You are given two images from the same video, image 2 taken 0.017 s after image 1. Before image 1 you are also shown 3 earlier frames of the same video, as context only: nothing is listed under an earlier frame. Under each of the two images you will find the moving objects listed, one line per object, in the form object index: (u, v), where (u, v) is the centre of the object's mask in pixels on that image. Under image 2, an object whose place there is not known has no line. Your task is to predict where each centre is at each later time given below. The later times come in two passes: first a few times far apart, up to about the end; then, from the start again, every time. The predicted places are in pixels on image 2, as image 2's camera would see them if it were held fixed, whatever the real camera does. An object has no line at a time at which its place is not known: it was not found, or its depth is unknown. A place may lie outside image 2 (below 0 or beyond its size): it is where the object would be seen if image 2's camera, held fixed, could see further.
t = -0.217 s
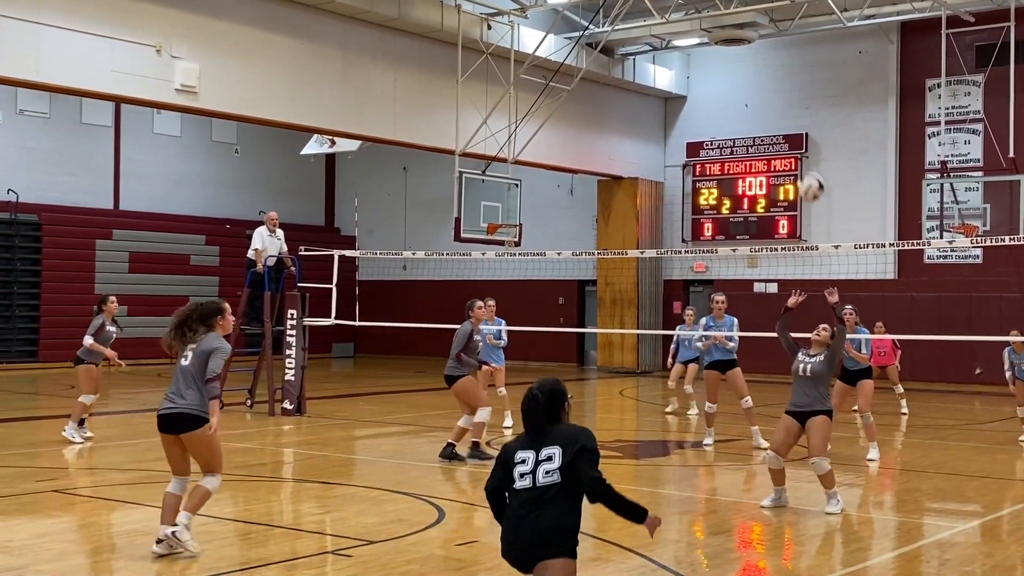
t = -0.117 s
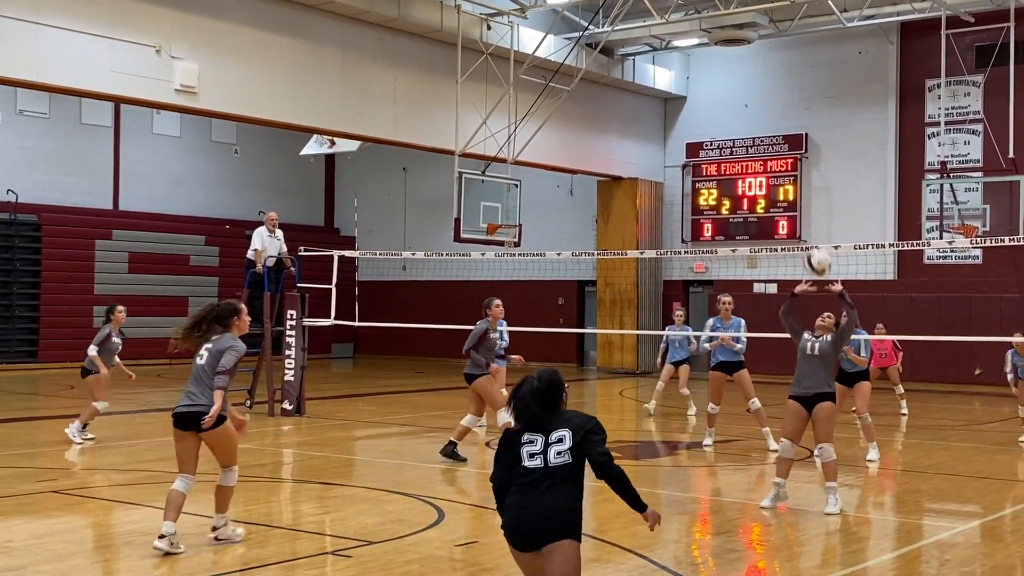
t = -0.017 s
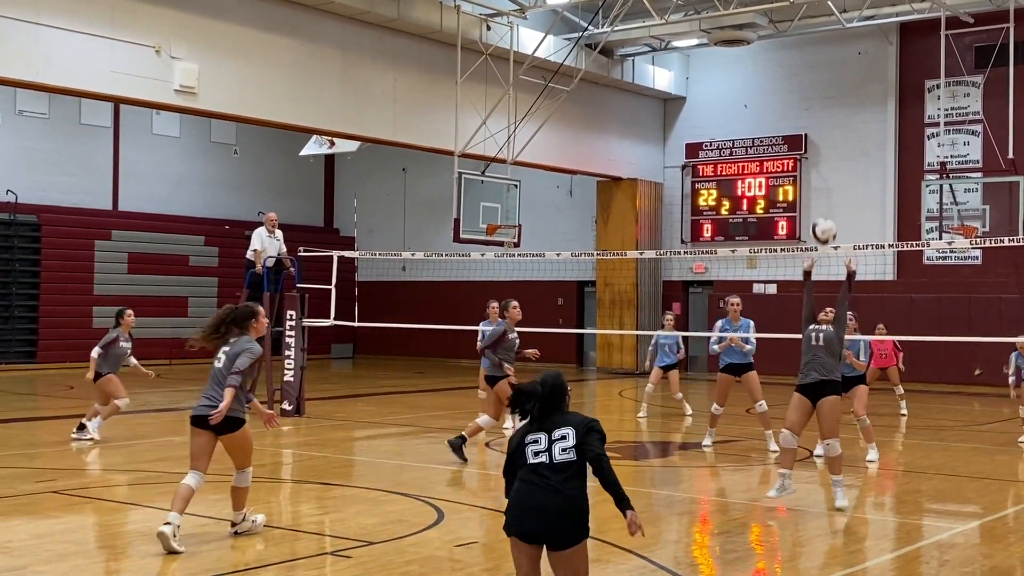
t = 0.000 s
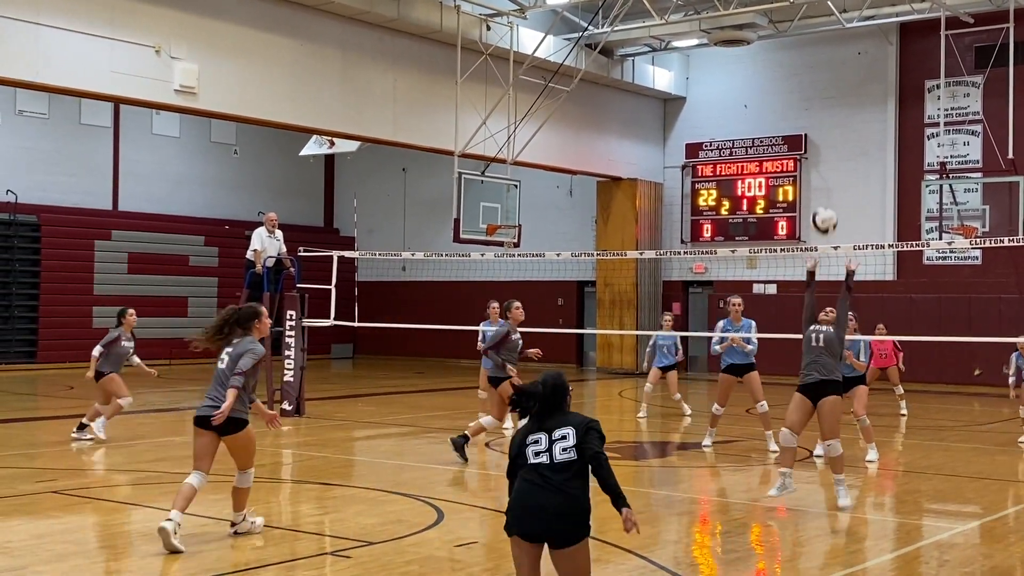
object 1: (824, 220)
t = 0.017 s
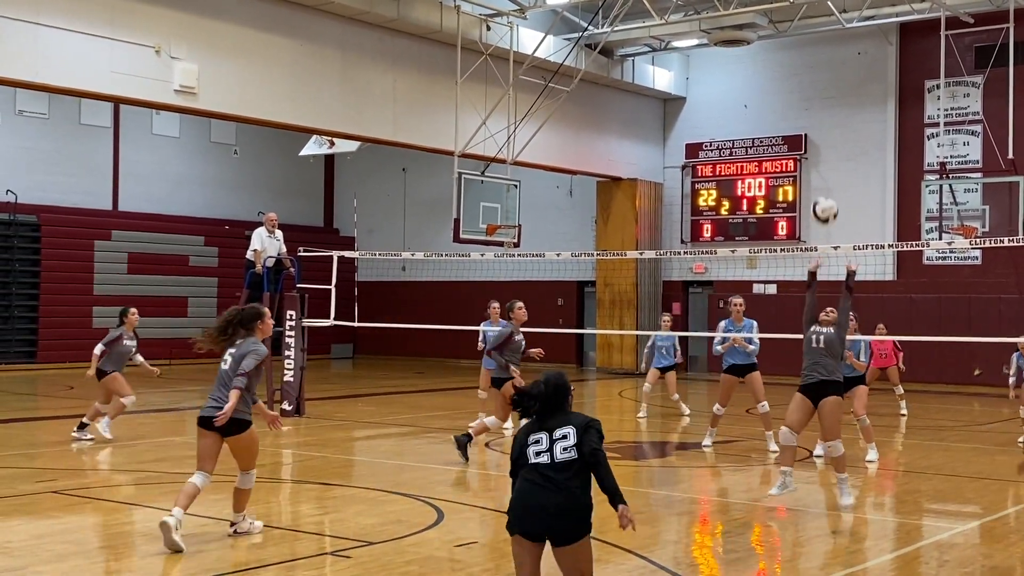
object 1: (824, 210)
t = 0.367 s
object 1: (841, 58)
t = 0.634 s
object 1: (848, 42)
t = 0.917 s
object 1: (853, 132)
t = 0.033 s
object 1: (825, 200)
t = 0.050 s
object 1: (826, 190)
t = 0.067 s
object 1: (827, 180)
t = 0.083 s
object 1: (828, 171)
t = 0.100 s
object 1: (828, 162)
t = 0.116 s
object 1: (830, 153)
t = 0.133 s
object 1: (830, 144)
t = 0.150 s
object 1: (831, 136)
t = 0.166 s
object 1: (832, 129)
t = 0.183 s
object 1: (832, 121)
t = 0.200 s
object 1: (833, 113)
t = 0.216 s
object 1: (834, 107)
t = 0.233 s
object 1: (835, 100)
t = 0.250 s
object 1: (836, 93)
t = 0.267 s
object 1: (837, 87)
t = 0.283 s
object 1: (837, 81)
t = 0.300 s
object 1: (838, 76)
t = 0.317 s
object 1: (839, 71)
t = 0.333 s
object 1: (840, 66)
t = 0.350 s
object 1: (841, 62)
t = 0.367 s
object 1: (841, 58)
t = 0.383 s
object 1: (842, 55)
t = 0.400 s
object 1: (843, 51)
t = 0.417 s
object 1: (843, 48)
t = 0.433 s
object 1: (844, 46)
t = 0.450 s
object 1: (844, 44)
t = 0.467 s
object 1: (845, 41)
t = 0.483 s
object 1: (845, 40)
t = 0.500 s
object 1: (846, 39)
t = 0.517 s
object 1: (846, 38)
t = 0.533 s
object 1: (846, 38)
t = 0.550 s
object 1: (847, 38)
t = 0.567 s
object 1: (847, 38)
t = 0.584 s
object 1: (848, 38)
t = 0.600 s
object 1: (848, 40)
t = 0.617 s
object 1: (848, 41)
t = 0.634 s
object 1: (848, 42)
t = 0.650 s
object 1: (849, 44)
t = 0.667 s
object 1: (849, 47)
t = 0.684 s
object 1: (849, 50)
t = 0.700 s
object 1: (850, 53)
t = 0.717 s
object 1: (850, 57)
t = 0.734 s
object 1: (851, 61)
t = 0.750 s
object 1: (850, 66)
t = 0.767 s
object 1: (851, 70)
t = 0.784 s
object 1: (851, 75)
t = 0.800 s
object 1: (851, 81)
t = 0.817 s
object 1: (852, 87)
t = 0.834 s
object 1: (852, 94)
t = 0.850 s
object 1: (852, 101)
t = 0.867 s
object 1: (852, 108)
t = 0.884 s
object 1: (852, 116)
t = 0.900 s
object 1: (853, 124)
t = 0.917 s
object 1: (853, 132)
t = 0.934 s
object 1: (853, 141)
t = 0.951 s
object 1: (853, 150)
